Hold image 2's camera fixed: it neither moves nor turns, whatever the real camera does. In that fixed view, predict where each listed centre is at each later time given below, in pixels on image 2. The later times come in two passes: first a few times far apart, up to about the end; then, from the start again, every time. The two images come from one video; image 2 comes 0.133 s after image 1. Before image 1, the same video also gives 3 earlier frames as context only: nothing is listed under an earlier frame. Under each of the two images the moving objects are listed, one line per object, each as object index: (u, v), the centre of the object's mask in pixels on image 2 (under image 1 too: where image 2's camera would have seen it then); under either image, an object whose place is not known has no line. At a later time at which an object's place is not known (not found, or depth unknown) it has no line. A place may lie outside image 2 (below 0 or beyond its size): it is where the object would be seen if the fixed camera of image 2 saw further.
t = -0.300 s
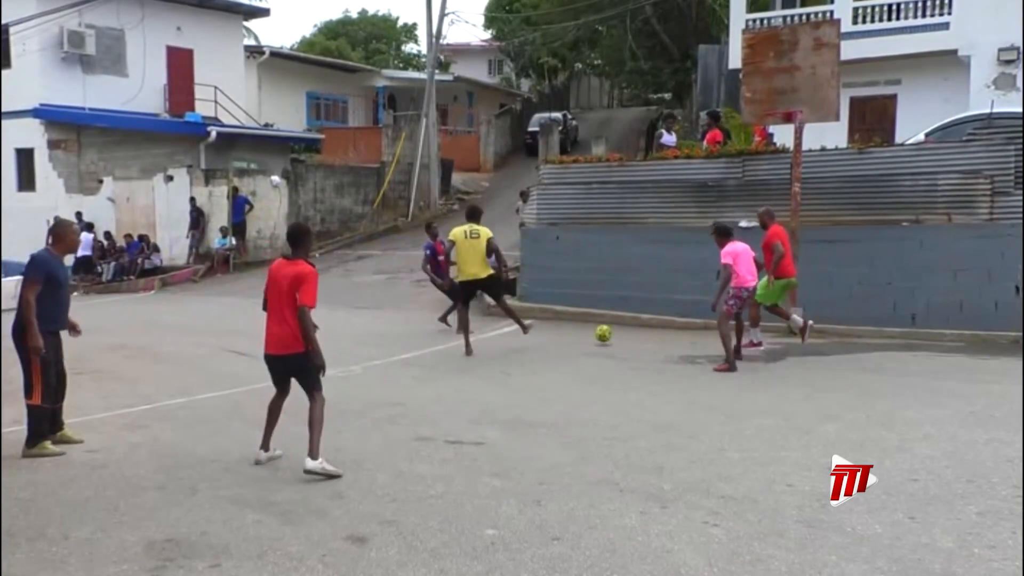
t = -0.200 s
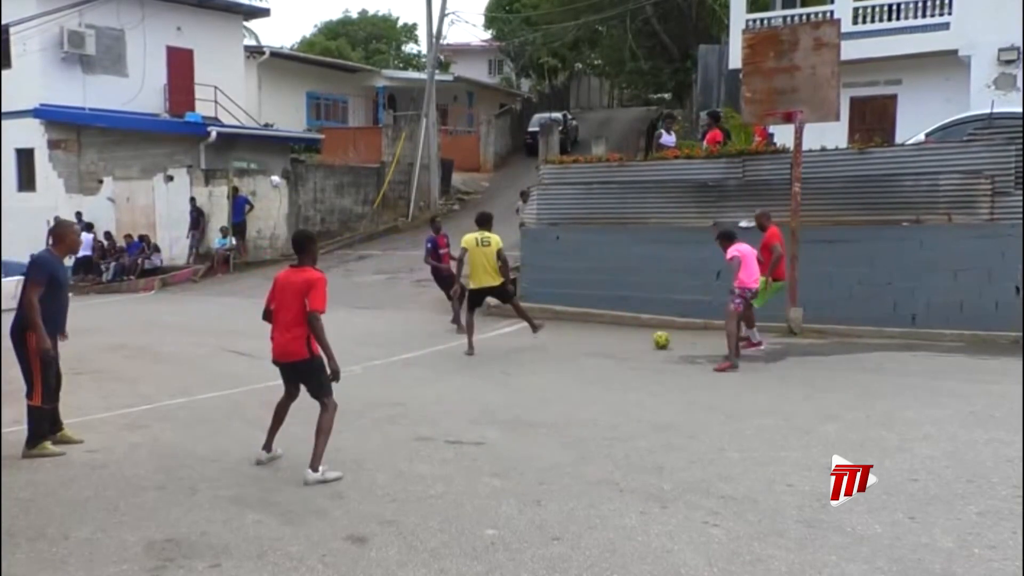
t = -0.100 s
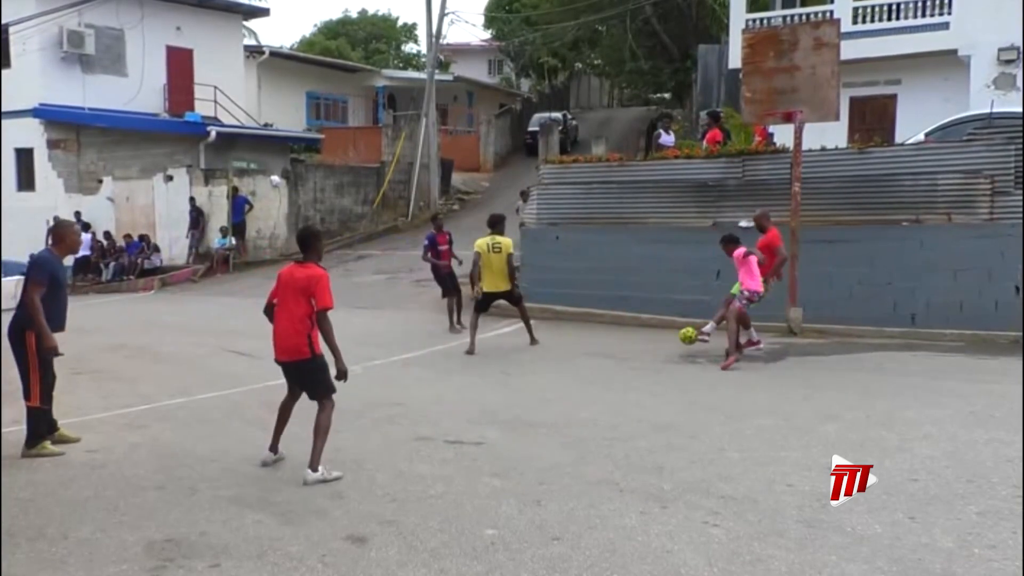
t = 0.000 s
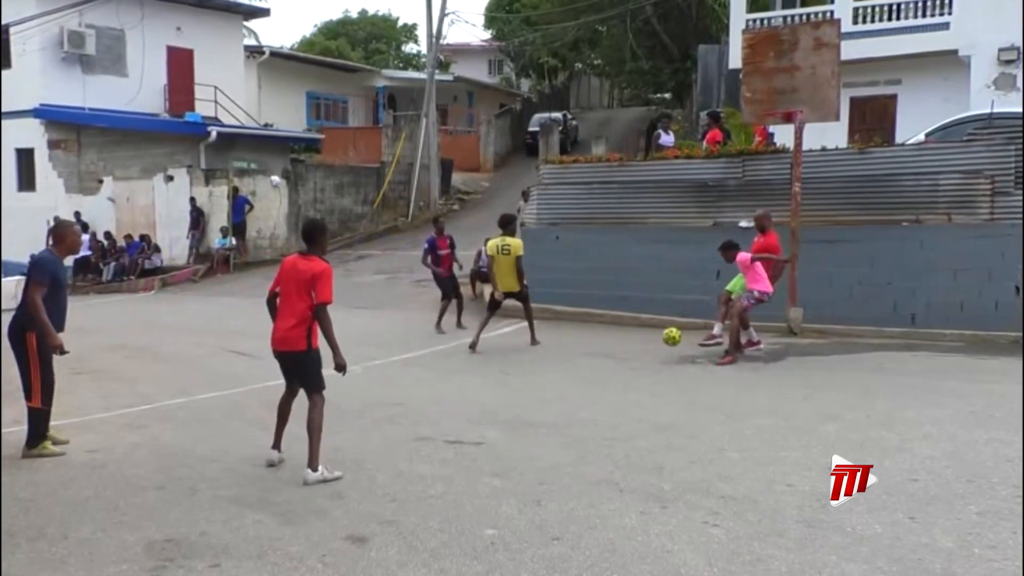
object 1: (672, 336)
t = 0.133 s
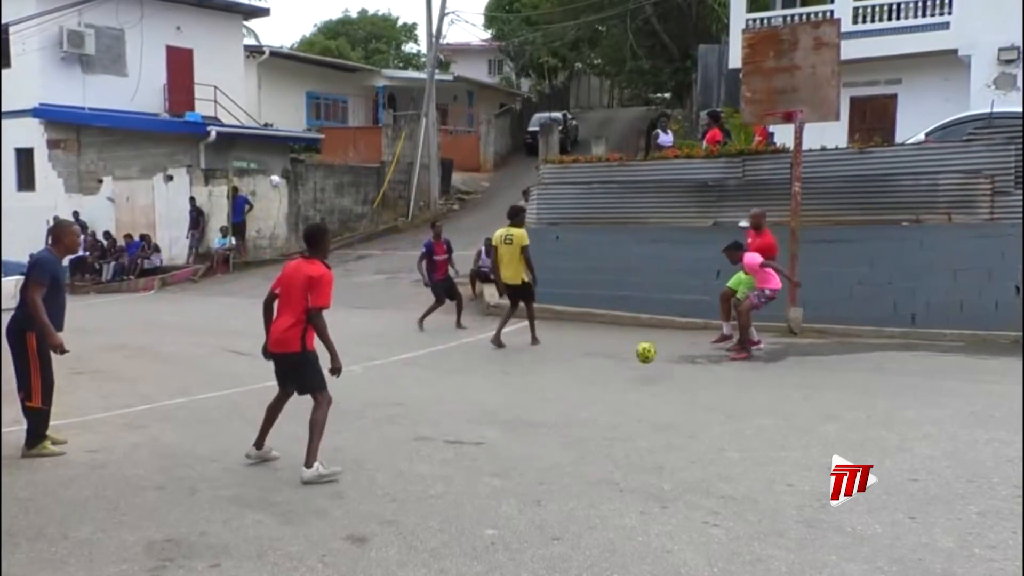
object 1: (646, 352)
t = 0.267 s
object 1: (618, 386)
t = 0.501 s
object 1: (606, 400)
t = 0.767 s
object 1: (599, 434)
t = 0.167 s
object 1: (639, 360)
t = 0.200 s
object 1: (631, 369)
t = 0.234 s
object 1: (624, 379)
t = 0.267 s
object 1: (618, 386)
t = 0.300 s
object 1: (617, 383)
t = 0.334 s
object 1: (615, 383)
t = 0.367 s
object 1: (614, 384)
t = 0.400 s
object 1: (612, 385)
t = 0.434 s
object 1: (610, 389)
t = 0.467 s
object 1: (608, 394)
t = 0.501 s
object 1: (606, 400)
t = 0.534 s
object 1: (604, 408)
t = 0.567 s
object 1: (601, 419)
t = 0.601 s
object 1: (599, 431)
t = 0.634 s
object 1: (598, 436)
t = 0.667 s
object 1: (598, 433)
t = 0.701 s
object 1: (598, 432)
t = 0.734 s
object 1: (598, 432)
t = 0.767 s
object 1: (599, 434)
